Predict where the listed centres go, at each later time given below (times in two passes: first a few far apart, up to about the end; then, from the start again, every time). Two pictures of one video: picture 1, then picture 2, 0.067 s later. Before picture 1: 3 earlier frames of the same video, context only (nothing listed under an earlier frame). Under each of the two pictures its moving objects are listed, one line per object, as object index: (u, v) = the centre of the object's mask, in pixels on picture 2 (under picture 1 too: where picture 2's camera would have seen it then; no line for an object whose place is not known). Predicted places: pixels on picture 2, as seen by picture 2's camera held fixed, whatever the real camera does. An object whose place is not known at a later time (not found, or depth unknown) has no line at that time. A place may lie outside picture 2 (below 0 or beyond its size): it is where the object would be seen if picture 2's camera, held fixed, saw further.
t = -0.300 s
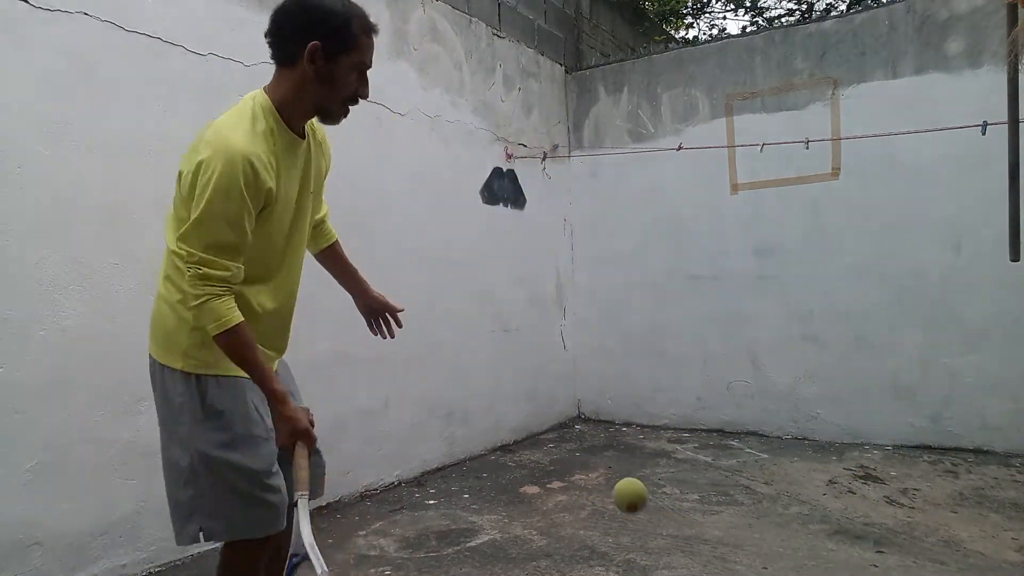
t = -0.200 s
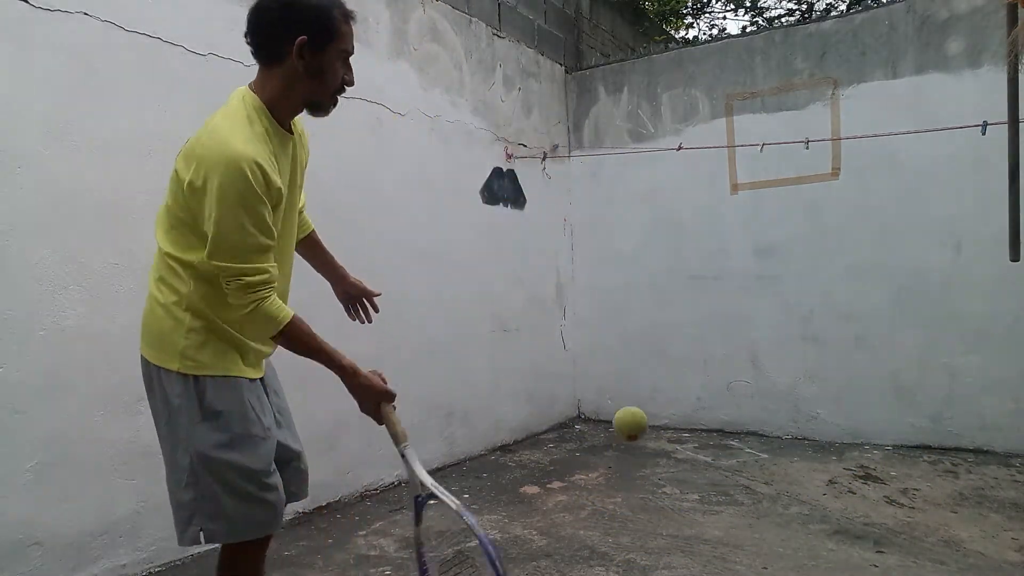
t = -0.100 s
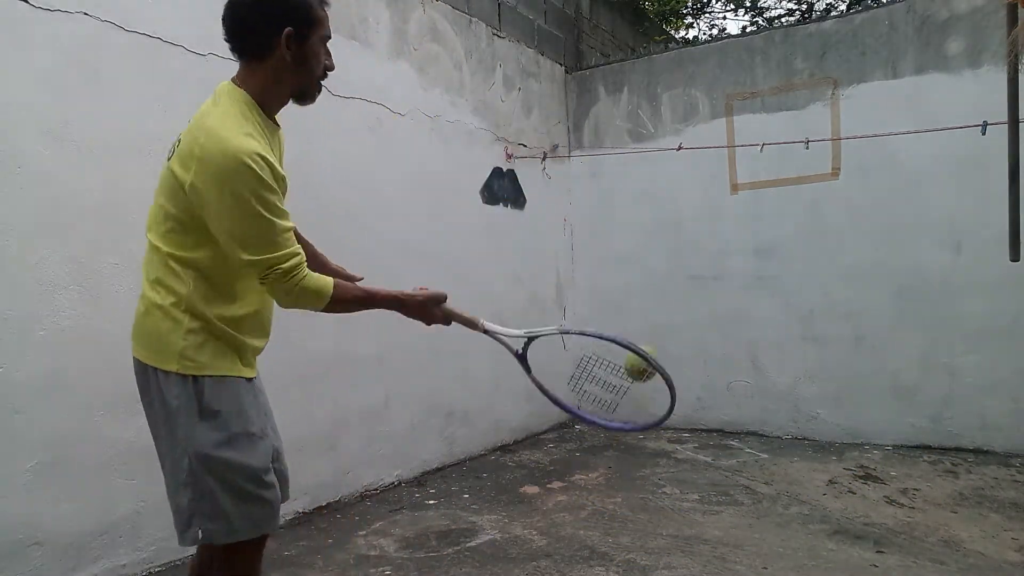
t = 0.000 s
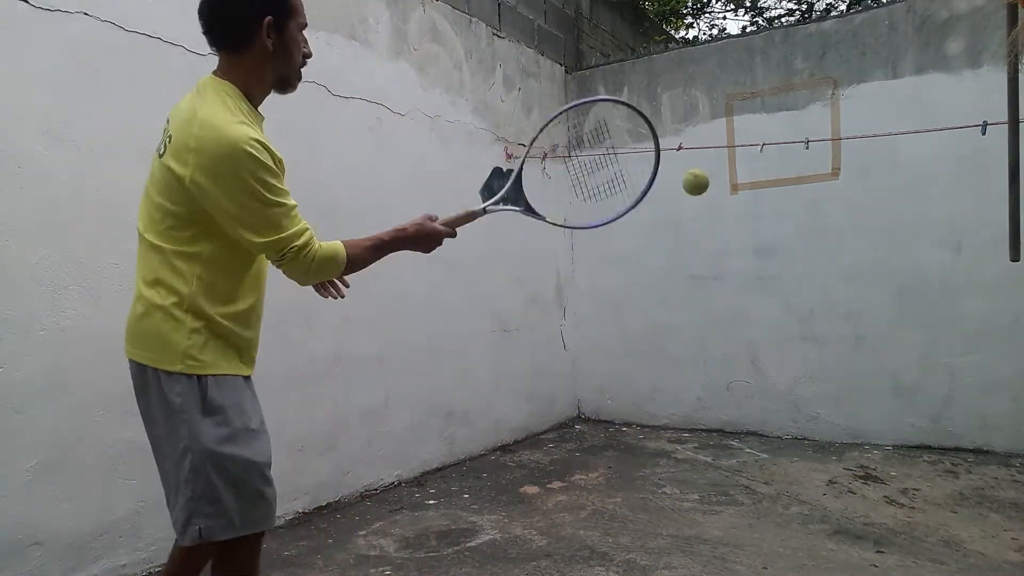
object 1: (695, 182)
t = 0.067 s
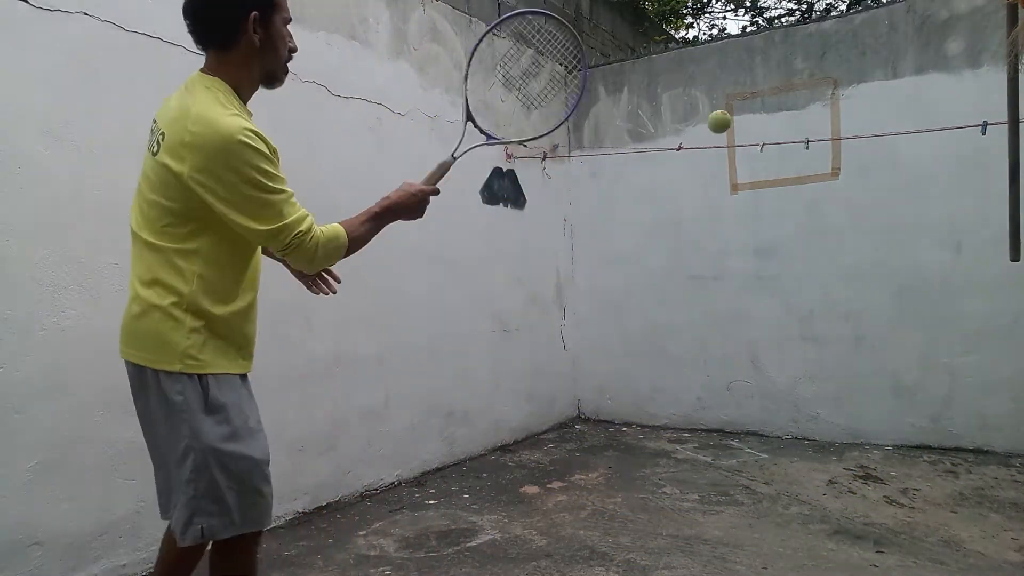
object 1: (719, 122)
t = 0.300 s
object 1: (770, 70)
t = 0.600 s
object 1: (775, 103)
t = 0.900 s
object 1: (721, 228)
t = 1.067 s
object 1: (681, 424)
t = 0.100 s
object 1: (728, 102)
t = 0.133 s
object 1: (737, 88)
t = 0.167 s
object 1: (745, 77)
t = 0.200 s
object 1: (751, 72)
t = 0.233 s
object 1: (758, 69)
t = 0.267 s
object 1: (764, 68)
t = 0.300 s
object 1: (770, 70)
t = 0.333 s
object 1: (775, 73)
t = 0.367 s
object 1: (779, 80)
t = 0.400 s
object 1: (784, 87)
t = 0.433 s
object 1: (788, 96)
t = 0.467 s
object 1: (792, 106)
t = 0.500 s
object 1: (791, 106)
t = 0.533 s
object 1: (785, 103)
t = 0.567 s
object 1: (781, 101)
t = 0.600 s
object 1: (775, 103)
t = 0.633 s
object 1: (770, 105)
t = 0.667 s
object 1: (764, 111)
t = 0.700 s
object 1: (759, 119)
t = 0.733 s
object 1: (753, 130)
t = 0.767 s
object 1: (747, 144)
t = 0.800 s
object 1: (741, 159)
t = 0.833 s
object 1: (734, 179)
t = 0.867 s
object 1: (728, 201)
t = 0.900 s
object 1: (721, 228)
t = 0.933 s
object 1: (714, 259)
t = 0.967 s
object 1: (707, 293)
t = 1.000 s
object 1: (699, 332)
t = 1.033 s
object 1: (691, 377)
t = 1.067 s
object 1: (681, 424)
